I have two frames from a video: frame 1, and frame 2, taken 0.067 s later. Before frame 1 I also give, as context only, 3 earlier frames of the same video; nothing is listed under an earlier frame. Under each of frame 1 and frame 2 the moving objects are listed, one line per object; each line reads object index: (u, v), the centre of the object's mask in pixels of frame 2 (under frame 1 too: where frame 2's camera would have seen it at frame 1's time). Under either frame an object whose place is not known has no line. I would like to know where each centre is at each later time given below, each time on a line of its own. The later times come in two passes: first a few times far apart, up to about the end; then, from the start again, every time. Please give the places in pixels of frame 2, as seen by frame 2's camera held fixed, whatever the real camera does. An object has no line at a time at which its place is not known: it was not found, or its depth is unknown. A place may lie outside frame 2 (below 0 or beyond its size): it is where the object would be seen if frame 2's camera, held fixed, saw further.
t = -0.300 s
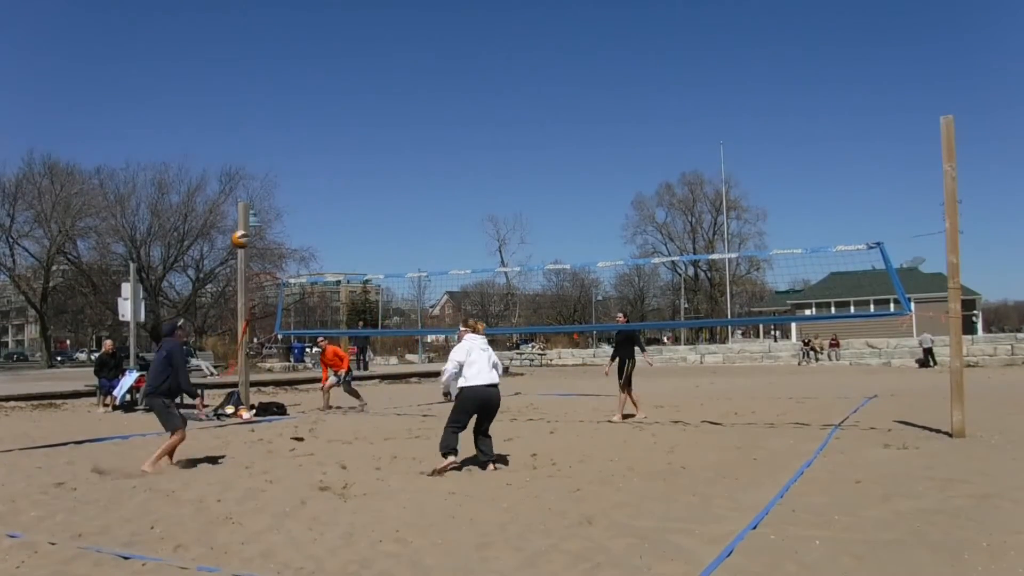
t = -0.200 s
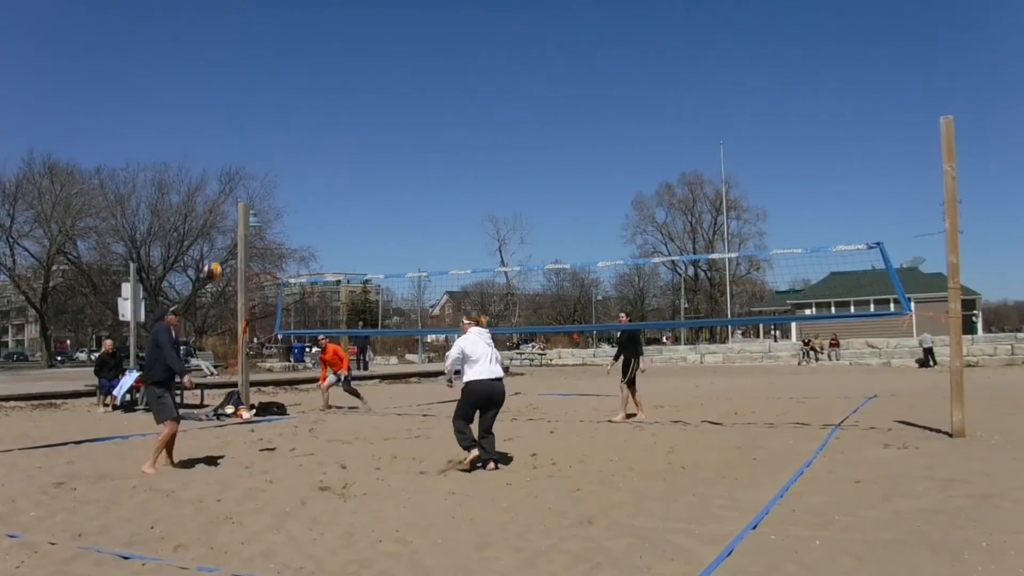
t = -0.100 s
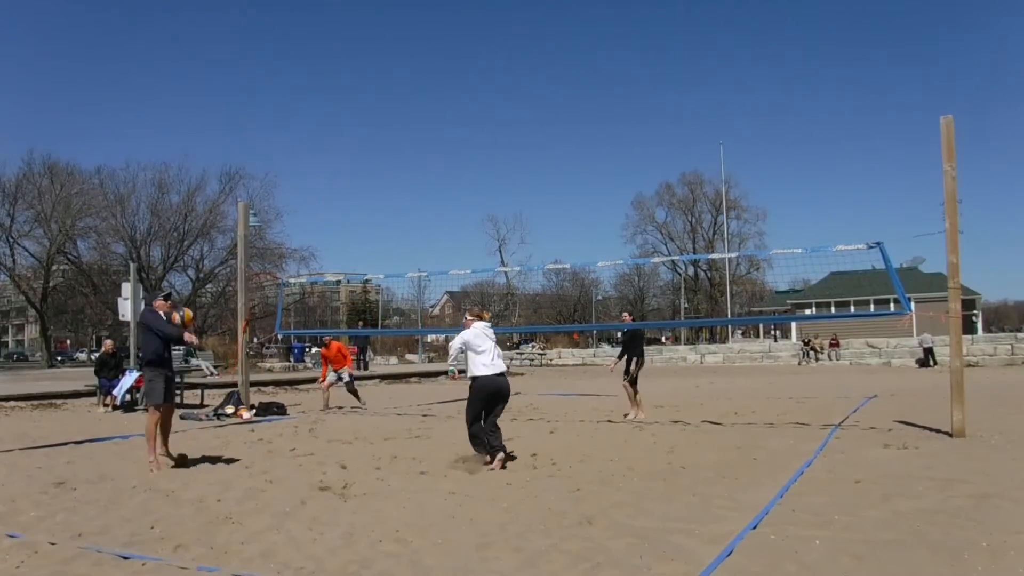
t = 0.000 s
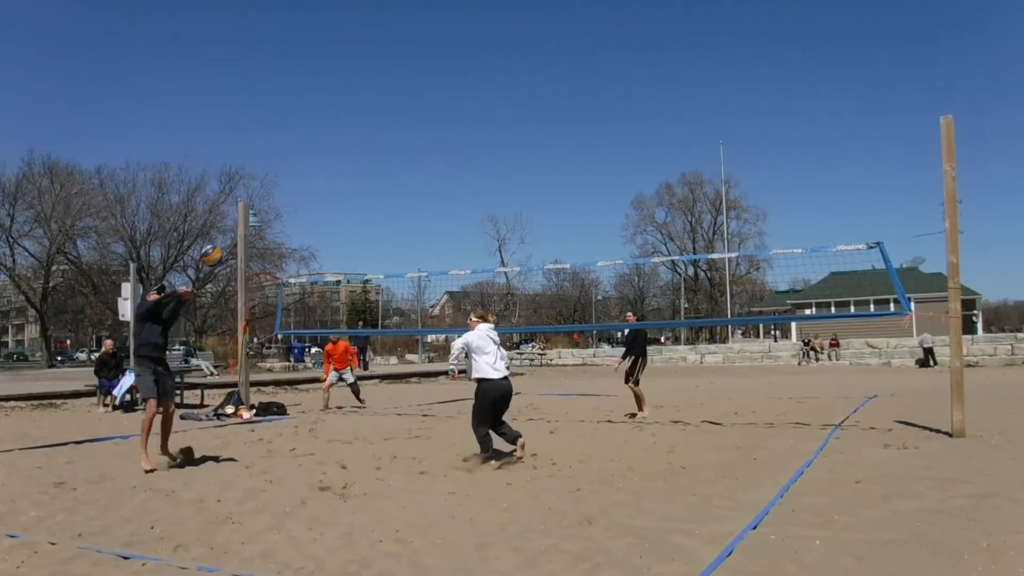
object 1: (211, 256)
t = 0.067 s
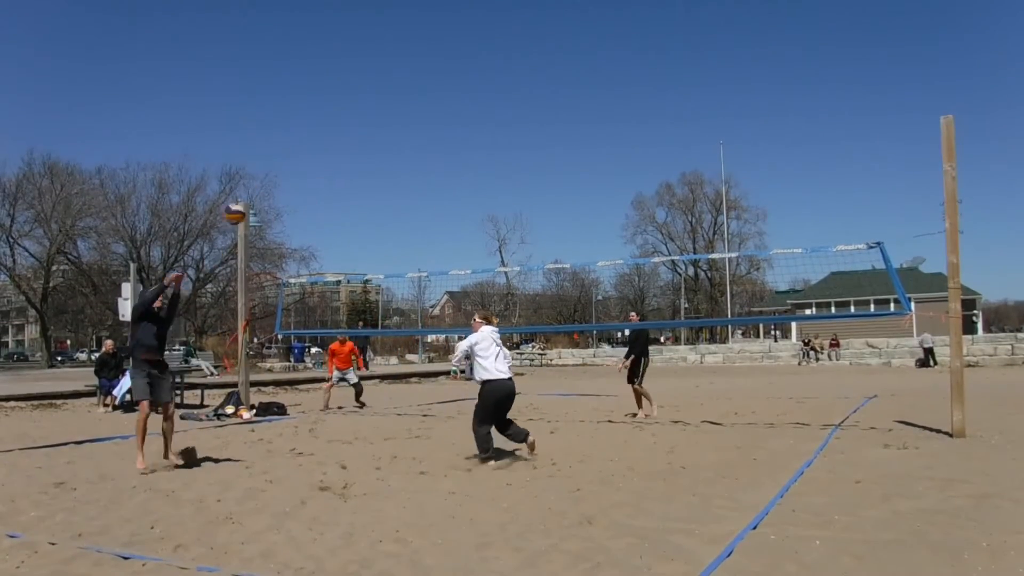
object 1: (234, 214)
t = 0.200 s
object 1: (279, 146)
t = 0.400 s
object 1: (340, 81)
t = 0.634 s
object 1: (406, 56)
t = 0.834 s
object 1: (456, 76)
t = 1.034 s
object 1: (500, 127)
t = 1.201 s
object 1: (535, 197)
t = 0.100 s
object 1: (246, 195)
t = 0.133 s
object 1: (257, 177)
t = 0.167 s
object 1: (267, 162)
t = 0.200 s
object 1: (279, 146)
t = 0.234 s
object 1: (288, 132)
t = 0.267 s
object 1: (299, 120)
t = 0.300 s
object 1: (309, 108)
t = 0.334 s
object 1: (320, 98)
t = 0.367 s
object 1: (330, 89)
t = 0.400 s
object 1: (340, 81)
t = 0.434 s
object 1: (350, 75)
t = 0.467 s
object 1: (360, 70)
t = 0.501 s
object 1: (369, 65)
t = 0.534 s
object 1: (379, 61)
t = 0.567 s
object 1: (388, 58)
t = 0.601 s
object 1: (397, 57)
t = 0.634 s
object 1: (406, 56)
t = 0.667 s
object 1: (414, 57)
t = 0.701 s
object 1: (423, 59)
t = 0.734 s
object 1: (432, 62)
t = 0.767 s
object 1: (440, 66)
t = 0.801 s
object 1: (448, 70)
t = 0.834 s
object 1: (456, 76)
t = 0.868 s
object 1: (463, 82)
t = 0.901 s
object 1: (471, 89)
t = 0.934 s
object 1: (478, 97)
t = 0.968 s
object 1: (485, 106)
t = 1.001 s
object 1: (493, 116)
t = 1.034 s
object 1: (500, 127)
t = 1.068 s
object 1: (507, 139)
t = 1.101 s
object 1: (514, 152)
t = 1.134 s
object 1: (522, 166)
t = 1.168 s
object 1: (528, 181)
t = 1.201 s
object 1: (535, 197)
